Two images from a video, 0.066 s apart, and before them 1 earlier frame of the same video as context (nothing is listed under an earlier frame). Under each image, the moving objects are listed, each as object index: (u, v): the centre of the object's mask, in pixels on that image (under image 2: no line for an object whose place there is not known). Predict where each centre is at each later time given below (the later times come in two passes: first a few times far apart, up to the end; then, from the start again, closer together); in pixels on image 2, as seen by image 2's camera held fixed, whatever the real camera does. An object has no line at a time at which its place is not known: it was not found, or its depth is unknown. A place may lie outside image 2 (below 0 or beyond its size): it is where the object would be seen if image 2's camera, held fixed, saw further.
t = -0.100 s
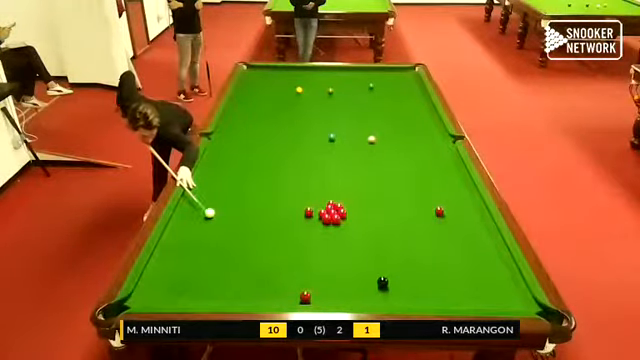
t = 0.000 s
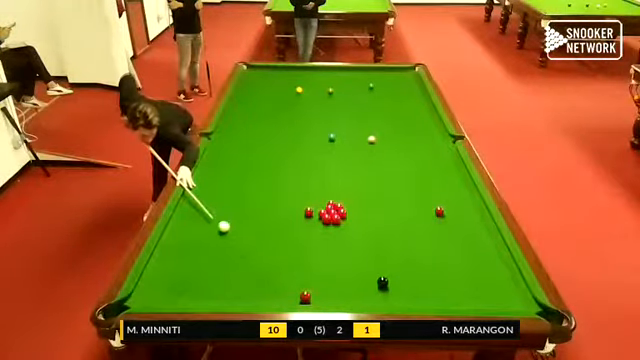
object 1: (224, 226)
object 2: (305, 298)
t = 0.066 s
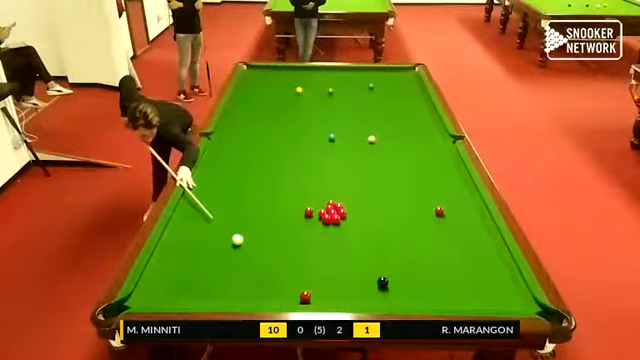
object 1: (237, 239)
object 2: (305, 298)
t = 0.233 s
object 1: (269, 271)
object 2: (305, 297)
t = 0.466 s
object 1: (288, 289)
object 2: (327, 298)
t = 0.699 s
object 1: (282, 263)
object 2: (360, 299)
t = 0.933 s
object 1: (278, 243)
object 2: (393, 301)
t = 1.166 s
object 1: (274, 225)
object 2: (424, 302)
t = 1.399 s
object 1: (271, 210)
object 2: (456, 304)
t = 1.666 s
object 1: (267, 195)
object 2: (488, 304)
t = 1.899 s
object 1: (264, 183)
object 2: (514, 305)
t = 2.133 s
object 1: (261, 173)
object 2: (538, 307)
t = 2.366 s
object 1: (259, 164)
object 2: (539, 309)
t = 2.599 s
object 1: (257, 156)
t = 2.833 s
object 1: (255, 149)
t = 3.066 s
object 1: (253, 143)
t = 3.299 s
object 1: (251, 137)
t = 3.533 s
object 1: (250, 132)
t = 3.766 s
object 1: (248, 127)
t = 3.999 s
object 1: (247, 123)
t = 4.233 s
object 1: (246, 120)
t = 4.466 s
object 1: (245, 117)
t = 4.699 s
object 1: (244, 114)
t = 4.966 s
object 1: (243, 111)
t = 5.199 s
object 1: (242, 109)
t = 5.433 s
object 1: (242, 107)
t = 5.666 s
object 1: (241, 106)
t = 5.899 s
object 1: (241, 104)
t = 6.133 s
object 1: (241, 103)
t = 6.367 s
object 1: (240, 103)
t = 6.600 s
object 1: (240, 102)
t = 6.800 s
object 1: (240, 102)
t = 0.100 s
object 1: (244, 246)
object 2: (305, 298)
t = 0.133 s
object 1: (250, 252)
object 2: (305, 298)
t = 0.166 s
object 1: (257, 259)
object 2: (305, 298)
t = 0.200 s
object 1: (263, 265)
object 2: (305, 298)
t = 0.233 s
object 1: (269, 271)
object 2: (305, 297)
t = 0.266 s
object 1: (276, 278)
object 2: (305, 297)
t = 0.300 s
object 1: (282, 284)
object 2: (305, 298)
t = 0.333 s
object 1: (288, 291)
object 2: (305, 298)
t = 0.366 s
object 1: (293, 297)
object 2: (308, 298)
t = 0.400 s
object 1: (292, 300)
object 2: (314, 298)
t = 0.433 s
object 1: (290, 295)
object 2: (321, 298)
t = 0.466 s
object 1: (288, 289)
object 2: (327, 298)
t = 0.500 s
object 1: (286, 285)
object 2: (332, 298)
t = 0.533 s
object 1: (285, 281)
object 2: (337, 298)
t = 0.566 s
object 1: (284, 277)
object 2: (341, 299)
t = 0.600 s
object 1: (284, 273)
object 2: (346, 298)
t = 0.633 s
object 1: (283, 269)
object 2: (351, 299)
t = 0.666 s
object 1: (282, 266)
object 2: (355, 299)
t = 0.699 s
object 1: (282, 263)
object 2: (360, 299)
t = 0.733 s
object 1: (281, 260)
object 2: (365, 300)
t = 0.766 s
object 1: (280, 257)
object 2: (370, 300)
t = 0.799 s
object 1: (280, 254)
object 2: (374, 300)
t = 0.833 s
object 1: (279, 251)
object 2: (379, 300)
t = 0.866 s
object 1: (279, 248)
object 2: (384, 301)
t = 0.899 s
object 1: (278, 245)
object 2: (388, 301)
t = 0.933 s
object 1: (278, 243)
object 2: (393, 301)
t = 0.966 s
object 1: (277, 240)
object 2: (398, 301)
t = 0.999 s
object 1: (277, 237)
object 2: (402, 301)
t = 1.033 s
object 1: (276, 235)
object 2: (407, 301)
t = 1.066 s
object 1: (276, 232)
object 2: (411, 301)
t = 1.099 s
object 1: (275, 230)
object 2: (416, 302)
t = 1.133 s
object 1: (274, 227)
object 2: (420, 302)
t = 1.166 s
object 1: (274, 225)
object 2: (424, 302)
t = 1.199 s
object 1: (273, 222)
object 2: (428, 302)
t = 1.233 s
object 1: (273, 220)
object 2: (433, 303)
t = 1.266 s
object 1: (273, 218)
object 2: (438, 303)
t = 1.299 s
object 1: (272, 216)
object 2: (442, 303)
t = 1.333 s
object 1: (271, 214)
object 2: (447, 303)
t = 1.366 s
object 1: (271, 212)
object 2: (451, 304)
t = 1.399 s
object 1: (271, 210)
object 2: (456, 304)
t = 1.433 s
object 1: (270, 208)
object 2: (460, 304)
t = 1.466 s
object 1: (270, 206)
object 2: (464, 304)
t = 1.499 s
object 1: (269, 204)
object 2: (468, 304)
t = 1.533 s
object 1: (269, 202)
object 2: (472, 304)
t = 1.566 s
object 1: (268, 200)
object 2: (475, 304)
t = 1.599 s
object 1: (268, 198)
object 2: (481, 304)
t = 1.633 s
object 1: (267, 196)
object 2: (485, 304)
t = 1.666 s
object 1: (267, 195)
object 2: (488, 304)
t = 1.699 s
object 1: (267, 193)
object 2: (492, 304)
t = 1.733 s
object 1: (266, 191)
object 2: (496, 305)
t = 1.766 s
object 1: (266, 189)
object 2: (500, 305)
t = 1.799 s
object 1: (265, 188)
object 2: (503, 305)
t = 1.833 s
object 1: (265, 187)
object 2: (507, 305)
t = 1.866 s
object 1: (264, 185)
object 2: (510, 305)
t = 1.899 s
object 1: (264, 183)
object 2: (514, 305)
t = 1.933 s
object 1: (263, 182)
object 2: (518, 305)
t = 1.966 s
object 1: (263, 180)
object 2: (522, 305)
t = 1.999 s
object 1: (263, 179)
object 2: (526, 306)
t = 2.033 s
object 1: (262, 177)
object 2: (529, 305)
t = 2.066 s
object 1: (262, 176)
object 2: (531, 305)
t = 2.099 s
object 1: (262, 174)
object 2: (538, 307)
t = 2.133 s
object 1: (261, 173)
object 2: (538, 307)
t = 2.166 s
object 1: (261, 172)
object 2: (538, 308)
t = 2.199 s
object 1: (261, 170)
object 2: (538, 309)
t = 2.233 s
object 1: (260, 169)
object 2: (538, 309)
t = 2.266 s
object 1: (260, 168)
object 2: (538, 309)
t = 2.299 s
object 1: (260, 167)
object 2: (538, 309)
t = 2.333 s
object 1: (259, 166)
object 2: (538, 309)
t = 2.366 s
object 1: (259, 164)
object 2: (539, 309)
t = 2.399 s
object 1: (259, 163)
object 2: (538, 309)
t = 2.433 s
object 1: (258, 162)
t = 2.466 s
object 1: (258, 161)
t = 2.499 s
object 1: (258, 160)
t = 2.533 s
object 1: (257, 159)
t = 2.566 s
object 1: (257, 157)
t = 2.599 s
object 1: (257, 156)
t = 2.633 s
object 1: (256, 155)
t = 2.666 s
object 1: (256, 154)
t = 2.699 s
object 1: (256, 153)
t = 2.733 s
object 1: (255, 152)
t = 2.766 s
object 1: (255, 151)
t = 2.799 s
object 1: (255, 150)
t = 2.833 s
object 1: (255, 149)
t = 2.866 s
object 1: (254, 148)
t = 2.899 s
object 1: (254, 147)
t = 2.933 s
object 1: (254, 146)
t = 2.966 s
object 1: (253, 145)
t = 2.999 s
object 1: (253, 145)
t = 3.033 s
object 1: (253, 144)
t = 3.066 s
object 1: (253, 143)
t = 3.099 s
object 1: (252, 142)
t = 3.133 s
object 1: (252, 141)
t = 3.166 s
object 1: (252, 140)
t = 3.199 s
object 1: (251, 139)
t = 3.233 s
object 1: (251, 139)
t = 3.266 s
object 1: (251, 138)
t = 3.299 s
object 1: (251, 137)
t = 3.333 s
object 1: (251, 136)
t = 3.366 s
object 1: (250, 136)
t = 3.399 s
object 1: (251, 135)
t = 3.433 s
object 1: (250, 134)
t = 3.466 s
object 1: (250, 133)
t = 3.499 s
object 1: (250, 133)
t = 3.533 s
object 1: (250, 132)
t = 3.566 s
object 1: (249, 131)
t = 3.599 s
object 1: (249, 131)
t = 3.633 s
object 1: (249, 130)
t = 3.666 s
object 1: (249, 129)
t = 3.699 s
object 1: (248, 129)
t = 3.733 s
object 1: (248, 128)
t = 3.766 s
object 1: (248, 127)
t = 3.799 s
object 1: (248, 127)
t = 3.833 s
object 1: (248, 126)
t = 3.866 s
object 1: (248, 126)
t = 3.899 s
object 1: (247, 125)
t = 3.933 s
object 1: (247, 124)
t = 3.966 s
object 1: (247, 124)
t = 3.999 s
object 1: (247, 123)
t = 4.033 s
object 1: (247, 122)
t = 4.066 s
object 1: (246, 122)
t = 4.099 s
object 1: (246, 122)
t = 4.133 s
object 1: (246, 121)
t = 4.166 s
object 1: (246, 121)
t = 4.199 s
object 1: (246, 120)
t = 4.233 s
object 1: (246, 120)
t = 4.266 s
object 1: (246, 119)
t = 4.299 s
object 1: (246, 119)
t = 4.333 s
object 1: (245, 118)
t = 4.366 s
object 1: (245, 118)
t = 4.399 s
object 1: (245, 117)
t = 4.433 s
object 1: (245, 117)
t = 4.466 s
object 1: (245, 117)
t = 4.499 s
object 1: (245, 116)
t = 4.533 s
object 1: (245, 116)
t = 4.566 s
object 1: (244, 115)
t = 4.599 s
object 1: (244, 115)
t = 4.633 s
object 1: (244, 115)
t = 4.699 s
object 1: (244, 114)
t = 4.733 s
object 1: (244, 114)
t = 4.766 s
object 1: (244, 113)
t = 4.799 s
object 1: (244, 113)
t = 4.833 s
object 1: (244, 113)
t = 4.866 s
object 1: (243, 112)
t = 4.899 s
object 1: (243, 112)
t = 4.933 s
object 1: (243, 111)
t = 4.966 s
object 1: (243, 111)
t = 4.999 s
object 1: (243, 111)
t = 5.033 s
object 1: (243, 110)
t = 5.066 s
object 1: (243, 110)
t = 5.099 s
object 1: (243, 110)
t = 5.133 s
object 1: (243, 110)
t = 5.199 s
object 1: (242, 109)
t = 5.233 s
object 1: (242, 109)
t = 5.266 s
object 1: (242, 109)
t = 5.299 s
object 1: (242, 108)
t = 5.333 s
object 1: (242, 108)
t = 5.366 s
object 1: (242, 108)
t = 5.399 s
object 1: (242, 107)
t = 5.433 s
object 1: (242, 107)
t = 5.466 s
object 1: (242, 107)
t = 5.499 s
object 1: (242, 106)
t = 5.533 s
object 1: (242, 106)
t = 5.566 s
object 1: (241, 106)
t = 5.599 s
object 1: (242, 106)
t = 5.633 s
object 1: (241, 106)
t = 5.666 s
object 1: (241, 106)
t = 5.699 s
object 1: (241, 106)
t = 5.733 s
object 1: (241, 106)
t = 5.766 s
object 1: (241, 105)
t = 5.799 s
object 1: (241, 105)
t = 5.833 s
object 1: (241, 105)
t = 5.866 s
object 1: (241, 105)
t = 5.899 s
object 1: (241, 104)
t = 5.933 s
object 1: (241, 104)
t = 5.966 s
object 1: (241, 104)
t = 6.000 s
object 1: (241, 104)
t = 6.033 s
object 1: (241, 104)
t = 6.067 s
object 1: (241, 104)
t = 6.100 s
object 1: (241, 104)
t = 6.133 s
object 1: (241, 103)
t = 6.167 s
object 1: (241, 103)
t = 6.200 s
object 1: (241, 103)
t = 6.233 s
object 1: (241, 103)
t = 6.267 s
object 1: (241, 103)
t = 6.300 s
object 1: (240, 103)
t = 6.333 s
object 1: (240, 103)
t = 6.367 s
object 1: (240, 103)
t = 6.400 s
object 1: (240, 103)
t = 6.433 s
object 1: (240, 103)
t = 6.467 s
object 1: (240, 103)
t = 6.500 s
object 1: (240, 102)
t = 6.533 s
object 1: (240, 102)
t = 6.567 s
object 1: (240, 102)
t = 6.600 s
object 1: (240, 102)
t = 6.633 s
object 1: (240, 102)
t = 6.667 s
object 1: (240, 102)
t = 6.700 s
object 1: (240, 102)
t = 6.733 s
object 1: (240, 102)
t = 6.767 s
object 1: (240, 102)
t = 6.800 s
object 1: (240, 102)
